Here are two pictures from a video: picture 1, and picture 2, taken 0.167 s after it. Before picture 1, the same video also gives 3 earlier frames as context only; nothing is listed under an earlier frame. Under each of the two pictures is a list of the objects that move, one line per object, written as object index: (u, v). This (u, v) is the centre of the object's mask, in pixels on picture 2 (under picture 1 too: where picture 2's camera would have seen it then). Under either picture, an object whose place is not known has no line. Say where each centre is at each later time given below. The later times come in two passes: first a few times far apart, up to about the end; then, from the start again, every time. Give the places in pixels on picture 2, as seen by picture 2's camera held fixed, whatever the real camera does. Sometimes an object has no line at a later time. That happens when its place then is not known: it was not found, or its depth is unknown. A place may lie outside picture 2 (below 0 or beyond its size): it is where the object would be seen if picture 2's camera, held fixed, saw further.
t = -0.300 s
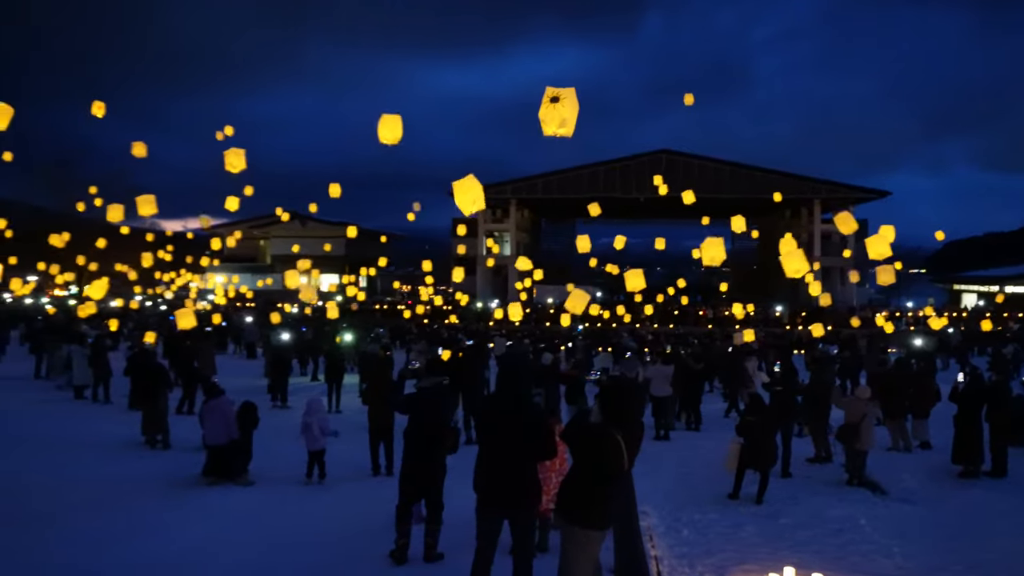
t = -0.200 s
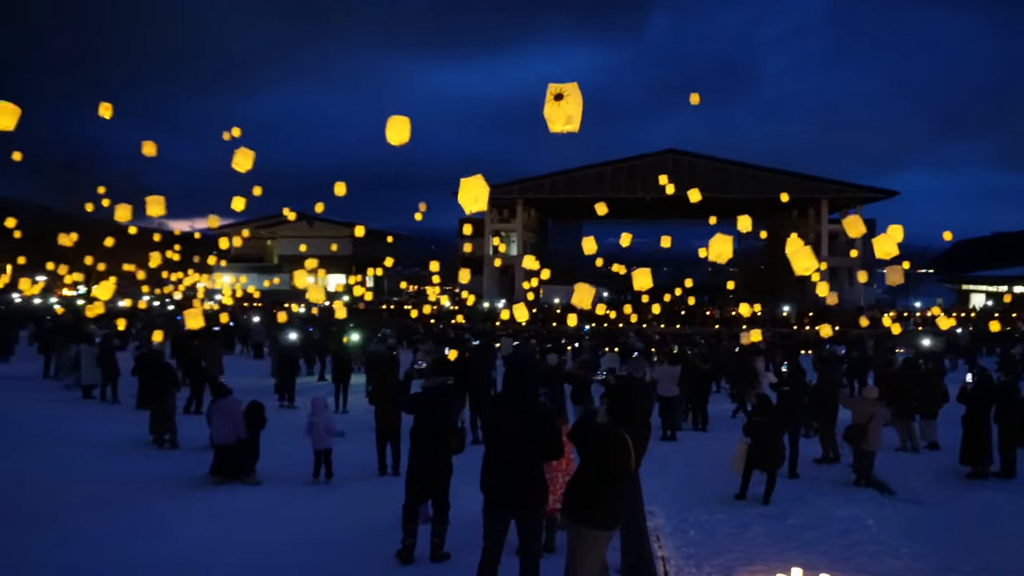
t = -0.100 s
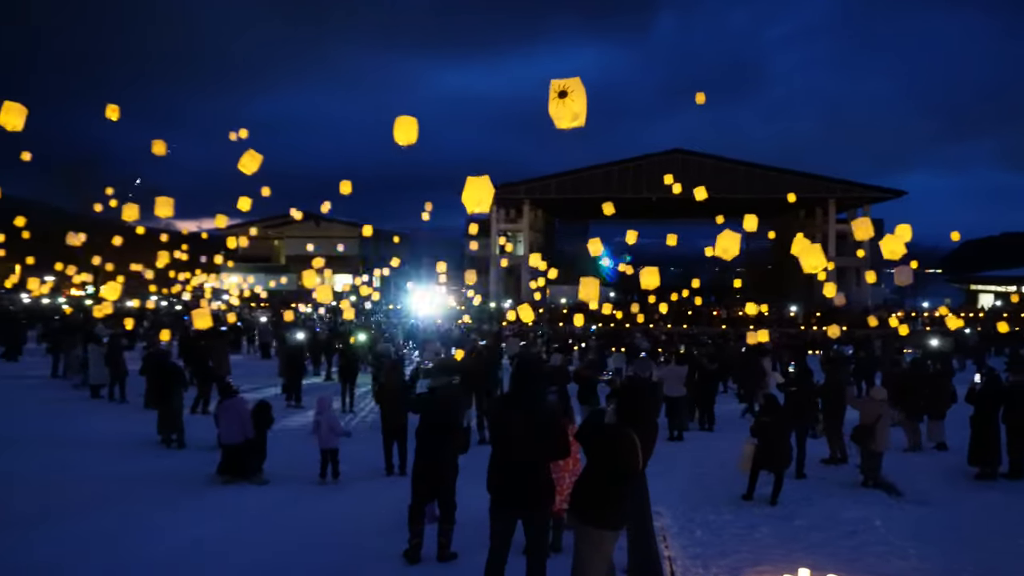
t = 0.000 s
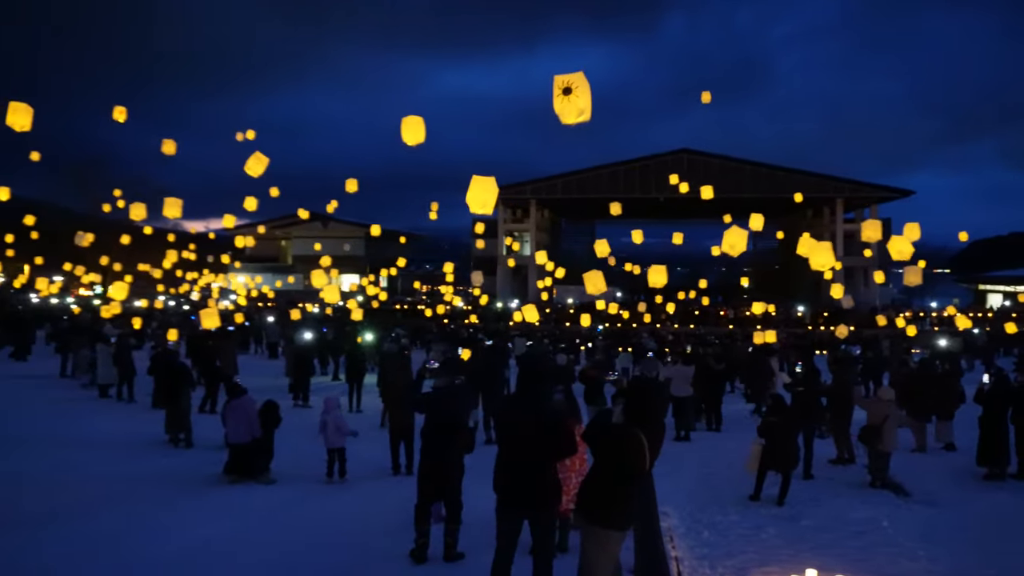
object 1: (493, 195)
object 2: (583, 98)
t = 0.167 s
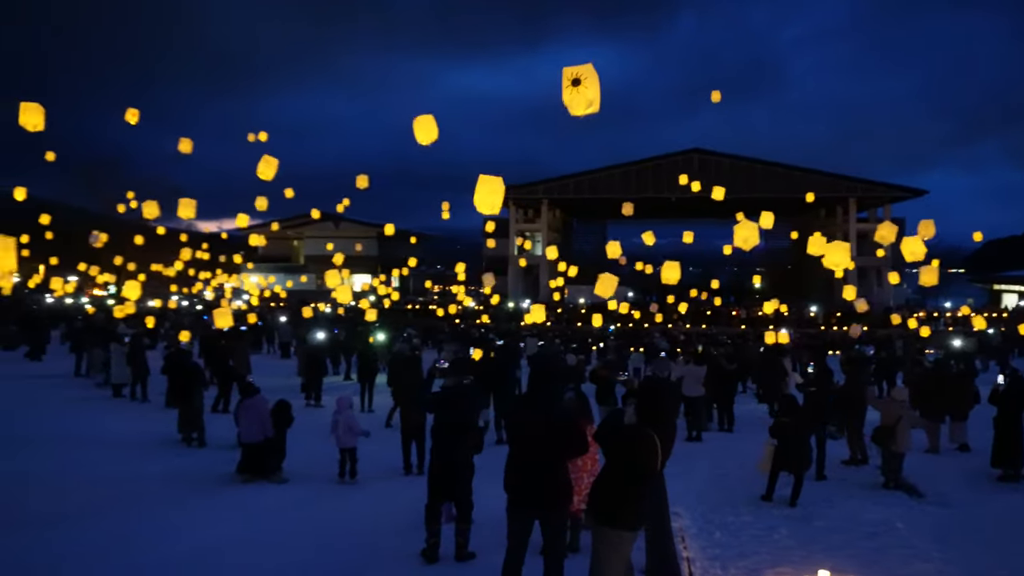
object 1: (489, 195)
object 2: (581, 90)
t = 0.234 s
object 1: (487, 194)
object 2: (580, 87)
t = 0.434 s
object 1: (482, 190)
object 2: (581, 83)
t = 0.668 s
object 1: (479, 184)
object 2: (583, 80)
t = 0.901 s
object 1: (481, 179)
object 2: (590, 75)
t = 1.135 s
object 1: (488, 173)
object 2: (604, 69)
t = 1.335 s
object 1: (496, 170)
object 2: (618, 65)
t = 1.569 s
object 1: (508, 166)
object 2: (636, 64)
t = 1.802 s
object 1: (521, 164)
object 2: (653, 72)
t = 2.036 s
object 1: (534, 162)
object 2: (666, 78)
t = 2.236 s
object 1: (546, 163)
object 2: (674, 80)
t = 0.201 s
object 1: (488, 194)
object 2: (580, 89)
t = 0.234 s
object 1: (487, 194)
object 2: (580, 87)
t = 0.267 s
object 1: (486, 193)
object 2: (580, 86)
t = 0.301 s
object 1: (486, 193)
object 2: (580, 86)
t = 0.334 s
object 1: (485, 192)
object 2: (580, 85)
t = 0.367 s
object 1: (484, 192)
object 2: (581, 84)
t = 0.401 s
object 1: (483, 191)
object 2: (581, 84)
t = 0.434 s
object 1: (482, 190)
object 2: (581, 83)
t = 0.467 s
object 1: (482, 189)
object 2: (581, 83)
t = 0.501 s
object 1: (481, 189)
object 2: (581, 83)
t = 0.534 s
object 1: (480, 188)
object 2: (581, 83)
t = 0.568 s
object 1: (480, 187)
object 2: (582, 82)
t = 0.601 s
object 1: (480, 186)
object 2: (582, 82)
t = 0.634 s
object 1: (479, 185)
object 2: (582, 81)
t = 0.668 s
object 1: (479, 184)
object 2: (583, 80)
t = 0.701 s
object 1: (479, 184)
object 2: (584, 80)
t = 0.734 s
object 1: (479, 183)
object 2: (585, 79)
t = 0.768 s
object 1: (479, 182)
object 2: (586, 78)
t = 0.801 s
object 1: (479, 181)
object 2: (587, 77)
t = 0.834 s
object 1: (480, 180)
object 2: (588, 76)
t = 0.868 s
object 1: (480, 180)
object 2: (589, 76)
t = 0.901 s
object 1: (481, 179)
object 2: (590, 75)
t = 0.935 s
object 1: (482, 178)
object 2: (592, 74)
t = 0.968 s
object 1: (482, 177)
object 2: (594, 73)
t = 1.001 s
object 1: (483, 176)
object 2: (595, 72)
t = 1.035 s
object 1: (484, 175)
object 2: (598, 71)
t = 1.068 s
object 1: (485, 175)
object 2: (599, 71)
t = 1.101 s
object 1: (486, 174)
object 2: (602, 70)
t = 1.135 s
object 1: (488, 173)
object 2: (604, 69)
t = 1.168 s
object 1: (489, 172)
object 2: (606, 68)
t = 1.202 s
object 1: (490, 172)
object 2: (608, 67)
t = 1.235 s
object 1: (492, 171)
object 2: (611, 67)
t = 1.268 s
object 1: (493, 170)
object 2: (613, 66)
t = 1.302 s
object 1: (494, 170)
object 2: (616, 66)
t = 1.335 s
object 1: (496, 170)
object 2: (618, 65)
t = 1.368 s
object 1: (498, 169)
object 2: (621, 65)
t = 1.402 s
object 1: (499, 169)
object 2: (623, 64)
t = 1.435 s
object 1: (501, 168)
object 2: (626, 63)
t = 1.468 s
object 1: (503, 168)
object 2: (629, 63)
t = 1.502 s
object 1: (504, 167)
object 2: (631, 63)
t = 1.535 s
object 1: (506, 167)
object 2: (634, 63)
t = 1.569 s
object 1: (508, 166)
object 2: (636, 64)
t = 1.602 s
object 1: (510, 166)
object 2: (639, 64)
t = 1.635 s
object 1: (512, 166)
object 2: (641, 65)
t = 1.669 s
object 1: (513, 165)
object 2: (644, 66)
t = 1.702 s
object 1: (515, 165)
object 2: (646, 68)
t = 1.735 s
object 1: (517, 164)
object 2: (648, 69)
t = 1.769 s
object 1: (519, 164)
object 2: (650, 71)
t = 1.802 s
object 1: (521, 164)
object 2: (653, 72)
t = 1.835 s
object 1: (523, 164)
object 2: (655, 73)
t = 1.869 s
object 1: (525, 163)
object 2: (657, 74)
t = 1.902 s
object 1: (527, 163)
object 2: (659, 75)
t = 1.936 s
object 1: (529, 163)
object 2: (661, 76)
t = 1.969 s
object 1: (531, 163)
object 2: (662, 77)
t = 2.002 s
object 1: (533, 163)
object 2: (664, 78)
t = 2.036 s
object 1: (534, 162)
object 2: (666, 78)
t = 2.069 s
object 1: (537, 162)
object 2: (667, 79)
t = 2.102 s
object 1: (539, 162)
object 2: (668, 79)
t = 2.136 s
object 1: (541, 162)
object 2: (670, 80)
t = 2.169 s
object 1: (542, 162)
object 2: (671, 80)
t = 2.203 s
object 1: (544, 163)
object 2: (673, 80)
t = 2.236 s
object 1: (546, 163)
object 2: (674, 80)
